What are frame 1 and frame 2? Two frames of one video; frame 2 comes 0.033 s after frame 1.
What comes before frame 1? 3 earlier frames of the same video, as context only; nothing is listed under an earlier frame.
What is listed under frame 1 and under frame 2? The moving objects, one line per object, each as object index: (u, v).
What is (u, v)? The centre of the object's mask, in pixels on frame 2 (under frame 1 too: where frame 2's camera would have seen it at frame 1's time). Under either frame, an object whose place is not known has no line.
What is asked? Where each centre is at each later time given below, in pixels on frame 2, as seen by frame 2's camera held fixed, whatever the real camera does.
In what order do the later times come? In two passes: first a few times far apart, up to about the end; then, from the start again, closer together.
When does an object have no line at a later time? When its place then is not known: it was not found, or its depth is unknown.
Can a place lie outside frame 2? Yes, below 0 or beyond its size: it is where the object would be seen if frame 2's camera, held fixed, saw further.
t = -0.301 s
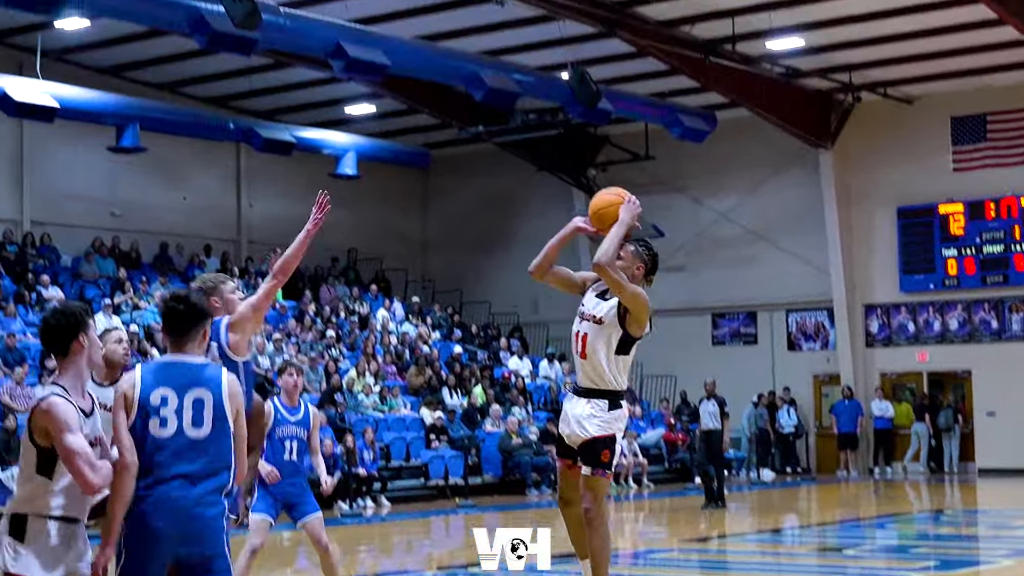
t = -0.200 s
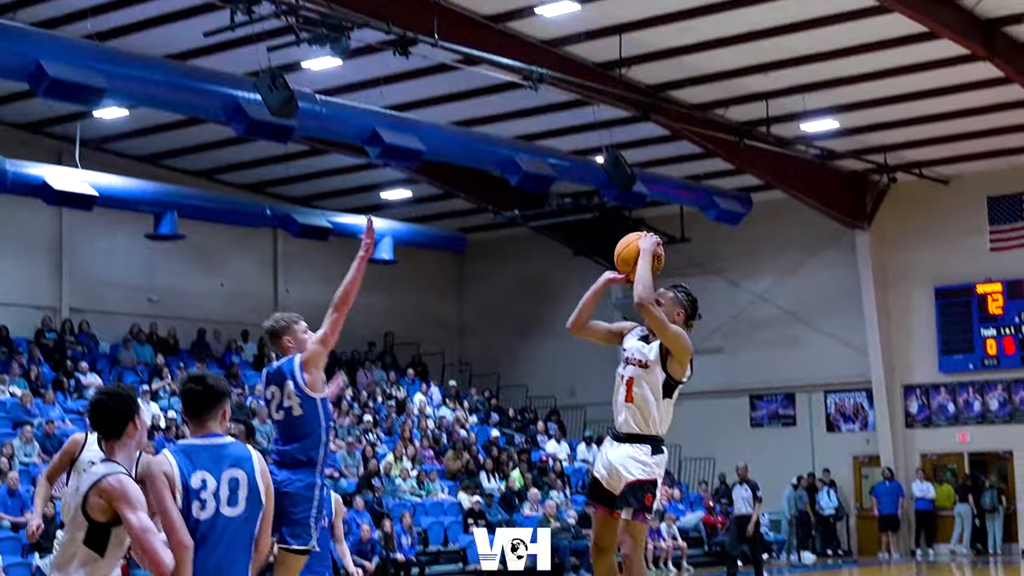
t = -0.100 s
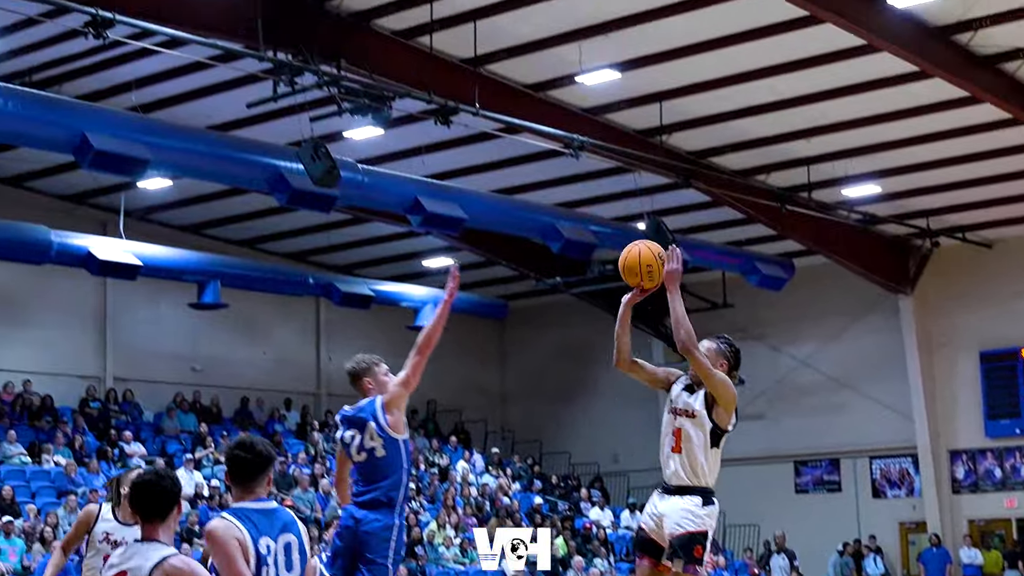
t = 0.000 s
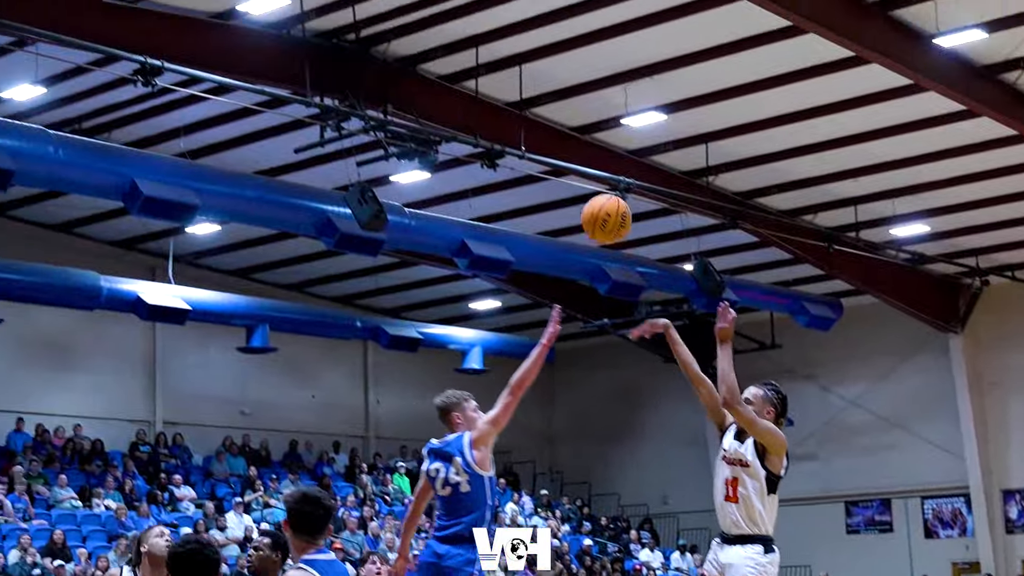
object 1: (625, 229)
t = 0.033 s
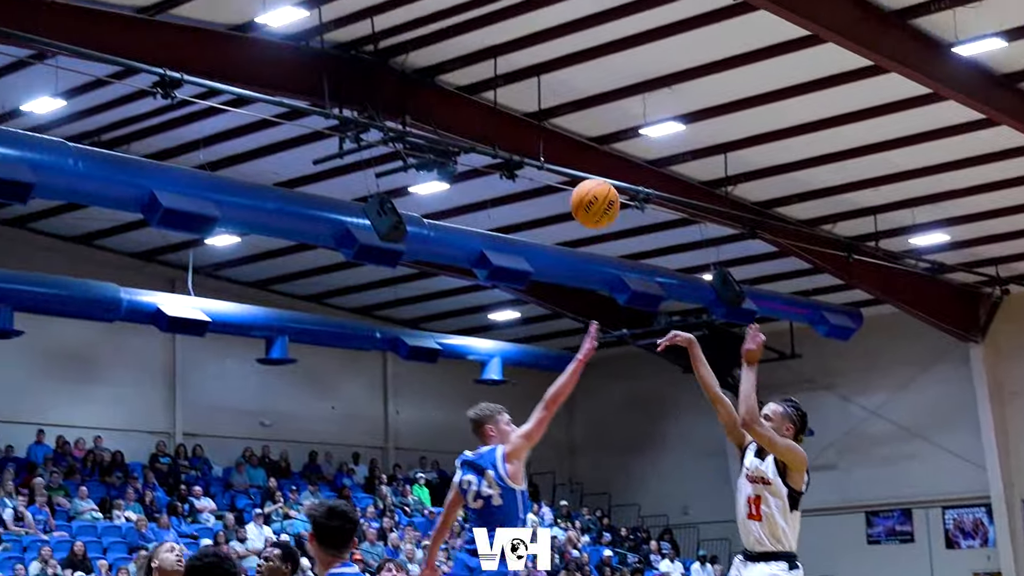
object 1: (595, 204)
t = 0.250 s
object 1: (402, 91)
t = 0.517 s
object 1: (177, 76)
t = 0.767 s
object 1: (-30, 183)
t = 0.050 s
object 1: (579, 191)
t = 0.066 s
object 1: (564, 180)
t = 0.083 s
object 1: (549, 169)
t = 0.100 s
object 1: (534, 159)
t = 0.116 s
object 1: (519, 149)
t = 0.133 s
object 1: (504, 140)
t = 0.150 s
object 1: (490, 132)
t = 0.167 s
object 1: (475, 124)
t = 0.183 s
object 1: (460, 116)
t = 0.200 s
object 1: (446, 109)
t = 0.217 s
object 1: (431, 103)
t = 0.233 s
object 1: (417, 97)
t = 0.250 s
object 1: (402, 91)
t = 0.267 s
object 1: (388, 86)
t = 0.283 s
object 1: (373, 82)
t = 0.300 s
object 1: (359, 78)
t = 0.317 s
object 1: (345, 74)
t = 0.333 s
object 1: (331, 71)
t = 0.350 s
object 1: (316, 69)
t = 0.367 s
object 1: (302, 68)
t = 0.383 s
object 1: (288, 67)
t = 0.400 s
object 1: (274, 67)
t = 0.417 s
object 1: (260, 66)
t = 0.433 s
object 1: (246, 67)
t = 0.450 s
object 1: (232, 68)
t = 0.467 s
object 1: (218, 69)
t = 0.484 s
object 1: (205, 71)
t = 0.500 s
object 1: (191, 73)
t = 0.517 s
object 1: (177, 76)
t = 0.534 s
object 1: (163, 80)
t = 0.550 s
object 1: (150, 84)
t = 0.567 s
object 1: (136, 88)
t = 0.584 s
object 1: (122, 93)
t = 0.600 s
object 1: (108, 99)
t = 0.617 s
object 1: (95, 104)
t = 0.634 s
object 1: (81, 111)
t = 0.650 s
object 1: (68, 118)
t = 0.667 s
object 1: (55, 127)
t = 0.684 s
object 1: (41, 135)
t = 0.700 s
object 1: (28, 143)
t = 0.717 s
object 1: (14, 152)
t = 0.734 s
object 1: (-1, 162)
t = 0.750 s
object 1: (-15, 173)
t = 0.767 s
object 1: (-30, 183)
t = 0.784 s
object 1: (-45, 195)
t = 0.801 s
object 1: (-59, 207)
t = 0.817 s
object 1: (-69, 220)
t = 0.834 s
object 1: (-77, 233)
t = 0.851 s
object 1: (-84, 248)
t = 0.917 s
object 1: (-162, 325)
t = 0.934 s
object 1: (-168, 334)
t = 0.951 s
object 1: (-171, 340)
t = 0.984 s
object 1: (-168, 359)
